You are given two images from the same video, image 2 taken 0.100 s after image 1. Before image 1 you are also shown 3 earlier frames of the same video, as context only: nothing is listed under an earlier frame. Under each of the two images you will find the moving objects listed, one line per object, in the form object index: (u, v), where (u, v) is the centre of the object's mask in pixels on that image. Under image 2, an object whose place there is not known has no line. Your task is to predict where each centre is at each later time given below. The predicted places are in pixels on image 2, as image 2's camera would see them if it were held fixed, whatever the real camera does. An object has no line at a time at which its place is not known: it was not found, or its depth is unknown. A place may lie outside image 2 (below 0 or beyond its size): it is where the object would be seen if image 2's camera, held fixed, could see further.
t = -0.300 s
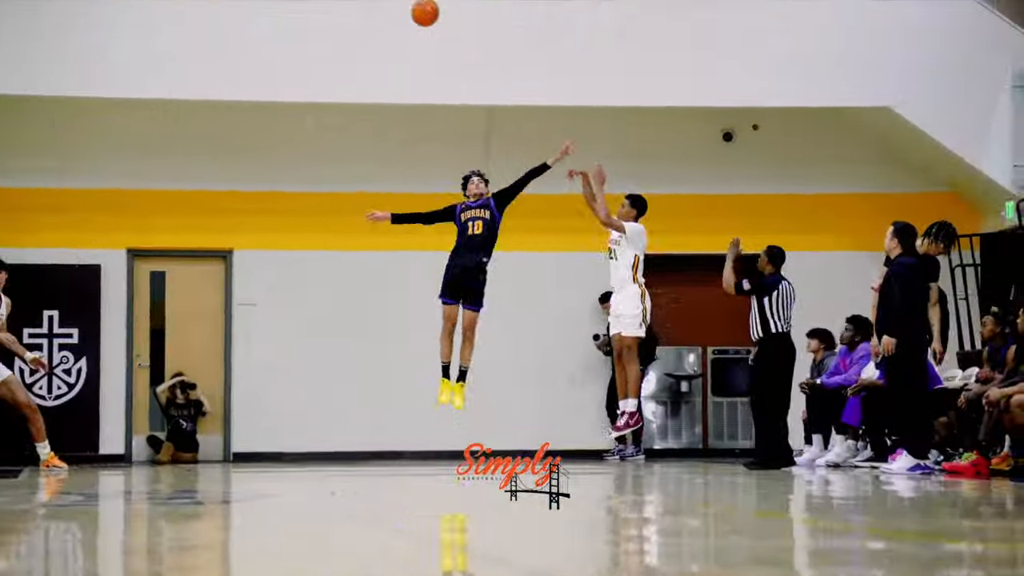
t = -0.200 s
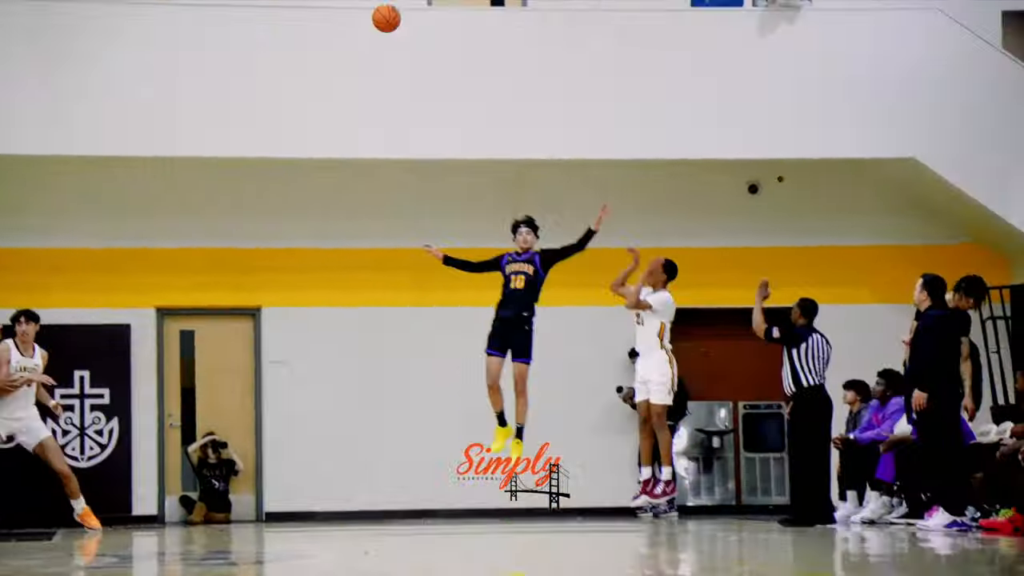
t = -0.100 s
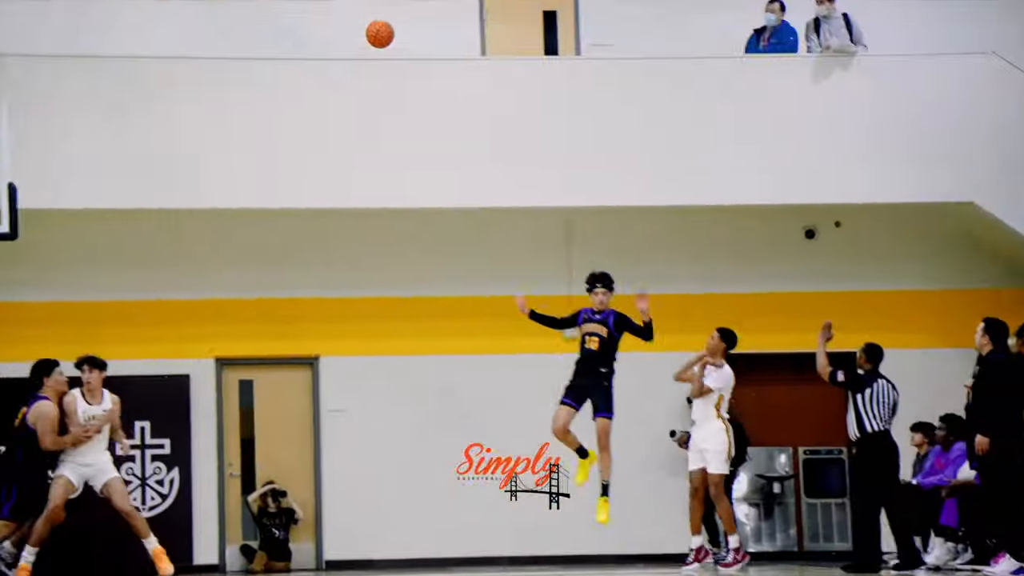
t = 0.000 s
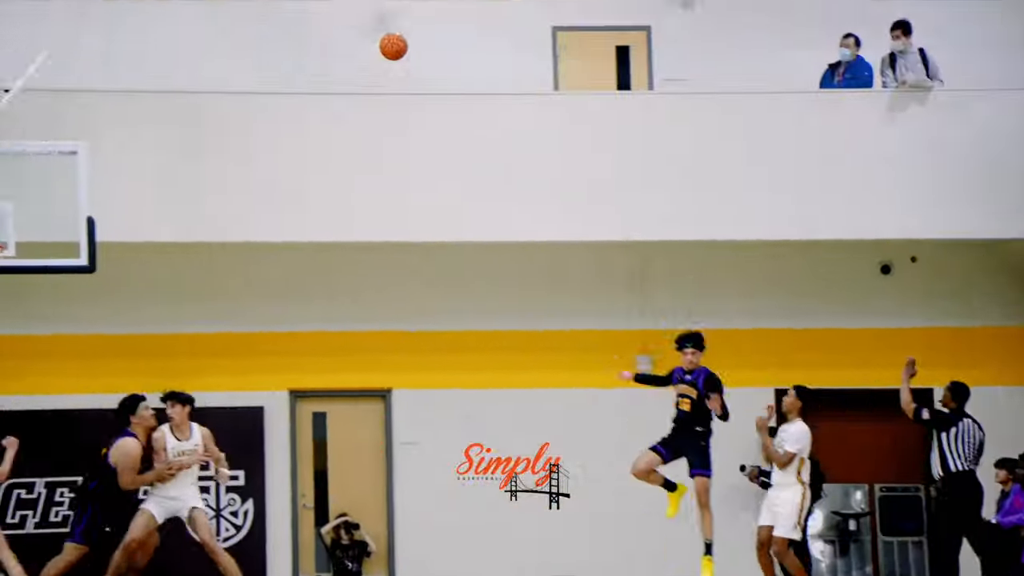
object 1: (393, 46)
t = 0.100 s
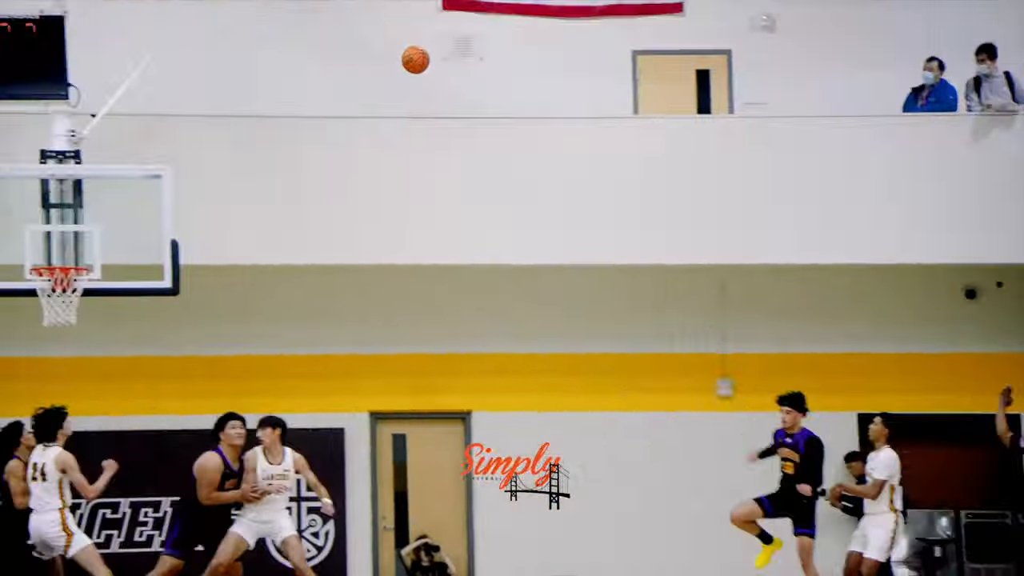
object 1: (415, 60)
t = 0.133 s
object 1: (405, 59)
